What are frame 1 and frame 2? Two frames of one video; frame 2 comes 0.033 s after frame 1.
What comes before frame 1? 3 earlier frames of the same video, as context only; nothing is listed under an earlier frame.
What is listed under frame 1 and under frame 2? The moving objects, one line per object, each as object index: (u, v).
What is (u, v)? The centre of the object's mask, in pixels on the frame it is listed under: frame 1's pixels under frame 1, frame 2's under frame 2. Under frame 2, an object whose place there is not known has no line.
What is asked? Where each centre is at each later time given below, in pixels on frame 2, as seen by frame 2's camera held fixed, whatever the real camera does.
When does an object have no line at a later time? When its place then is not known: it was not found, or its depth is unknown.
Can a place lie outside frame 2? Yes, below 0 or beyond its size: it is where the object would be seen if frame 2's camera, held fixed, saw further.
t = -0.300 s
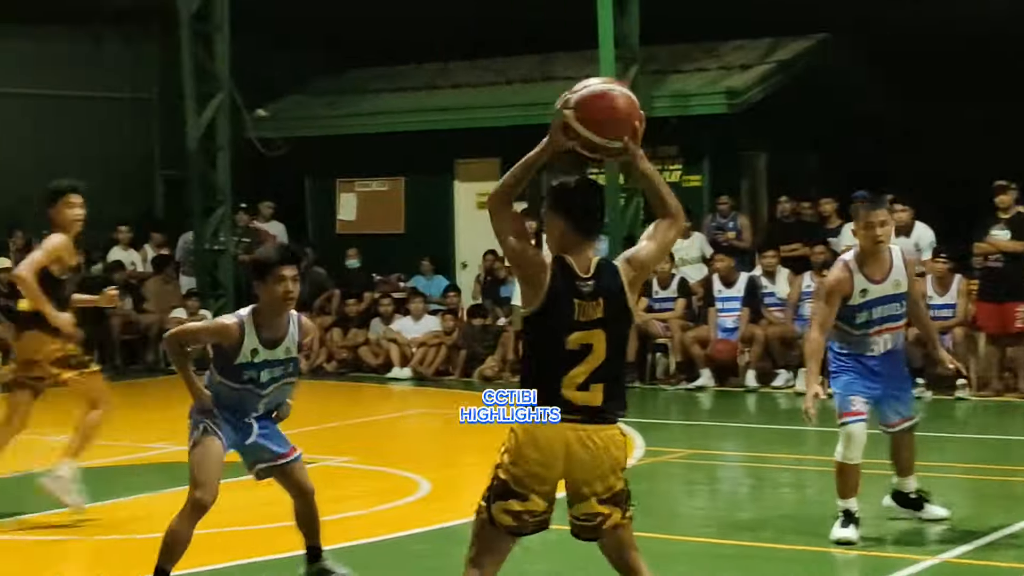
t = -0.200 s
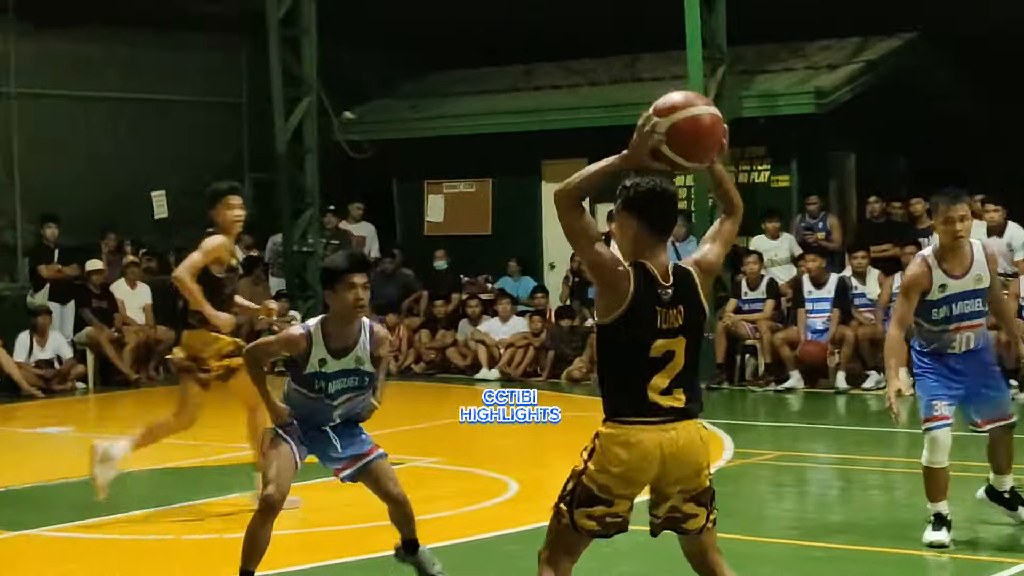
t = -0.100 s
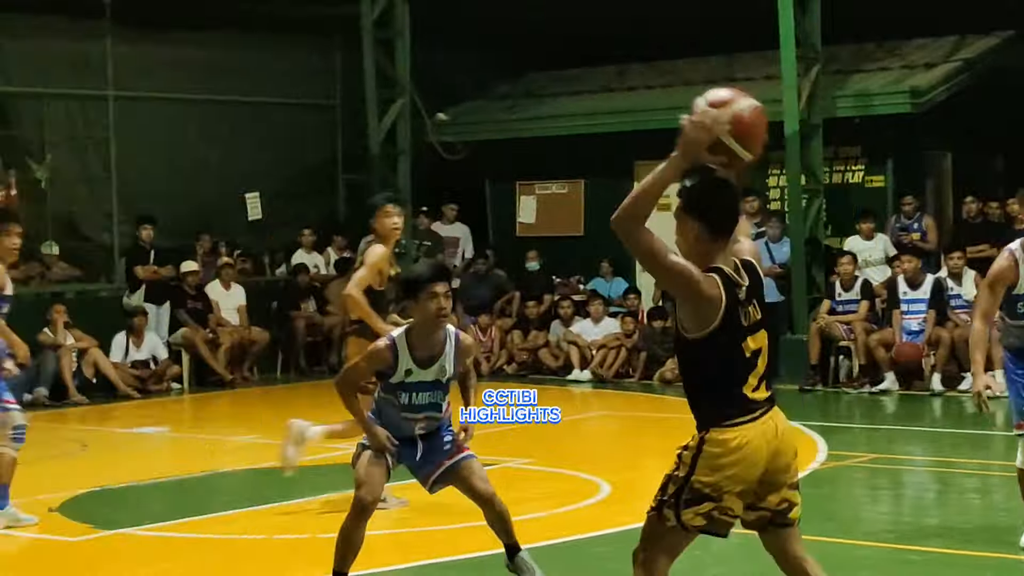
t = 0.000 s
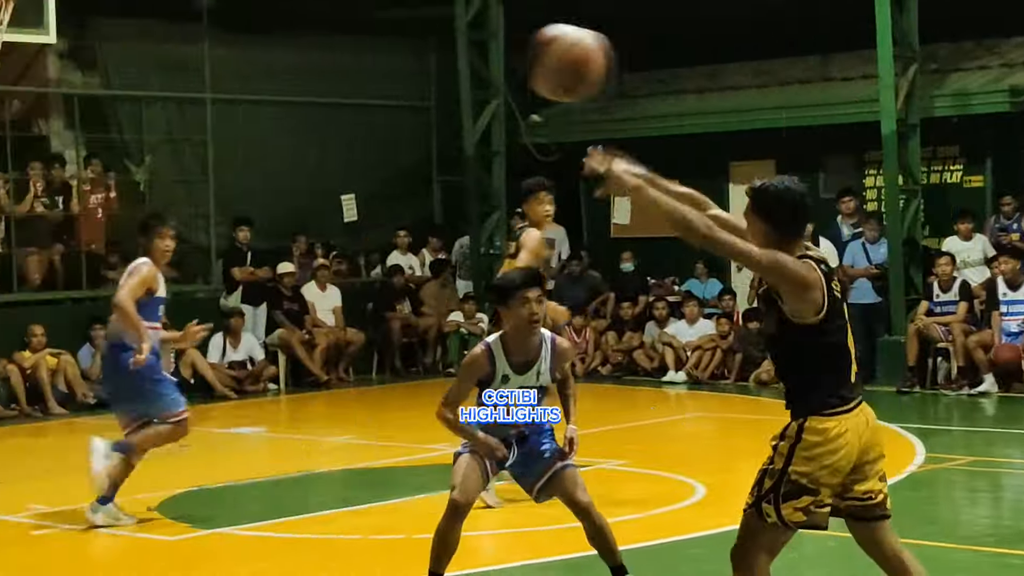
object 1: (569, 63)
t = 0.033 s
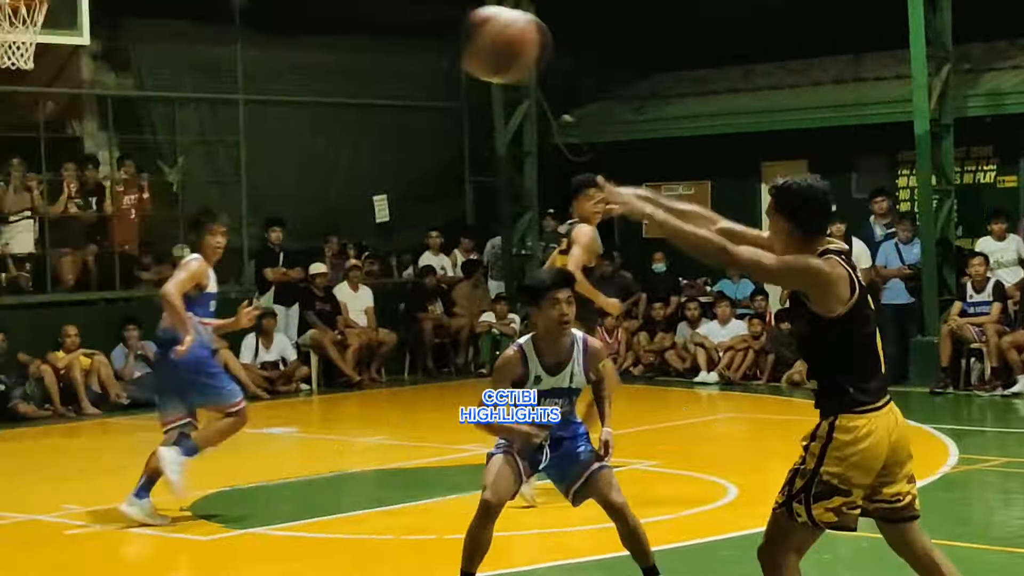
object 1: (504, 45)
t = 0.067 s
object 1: (408, 31)
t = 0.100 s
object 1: (315, 24)
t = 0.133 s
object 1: (224, 19)
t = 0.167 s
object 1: (136, 15)
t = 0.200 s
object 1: (54, 11)
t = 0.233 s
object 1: (-27, 11)
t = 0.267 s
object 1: (-108, 12)
